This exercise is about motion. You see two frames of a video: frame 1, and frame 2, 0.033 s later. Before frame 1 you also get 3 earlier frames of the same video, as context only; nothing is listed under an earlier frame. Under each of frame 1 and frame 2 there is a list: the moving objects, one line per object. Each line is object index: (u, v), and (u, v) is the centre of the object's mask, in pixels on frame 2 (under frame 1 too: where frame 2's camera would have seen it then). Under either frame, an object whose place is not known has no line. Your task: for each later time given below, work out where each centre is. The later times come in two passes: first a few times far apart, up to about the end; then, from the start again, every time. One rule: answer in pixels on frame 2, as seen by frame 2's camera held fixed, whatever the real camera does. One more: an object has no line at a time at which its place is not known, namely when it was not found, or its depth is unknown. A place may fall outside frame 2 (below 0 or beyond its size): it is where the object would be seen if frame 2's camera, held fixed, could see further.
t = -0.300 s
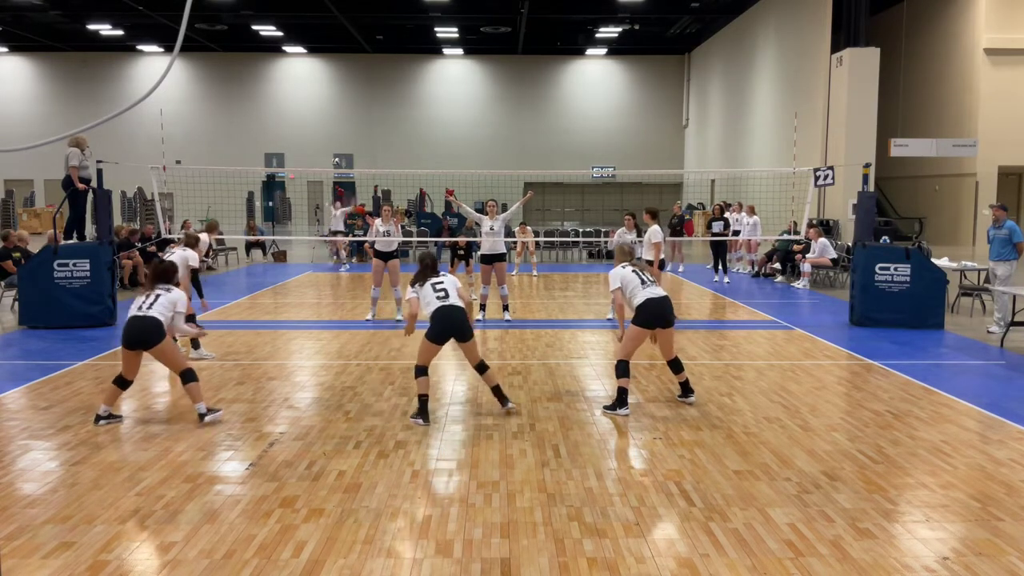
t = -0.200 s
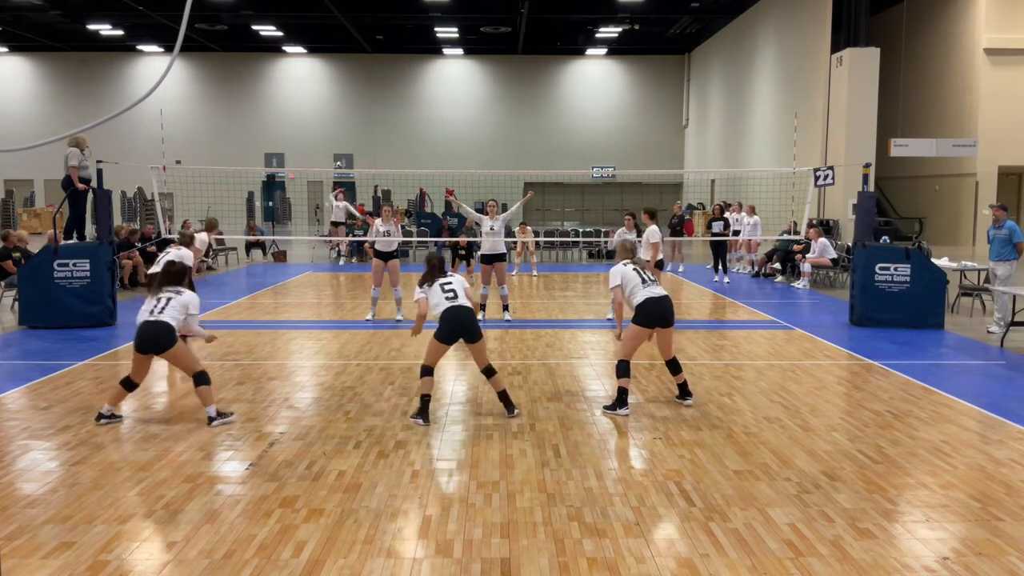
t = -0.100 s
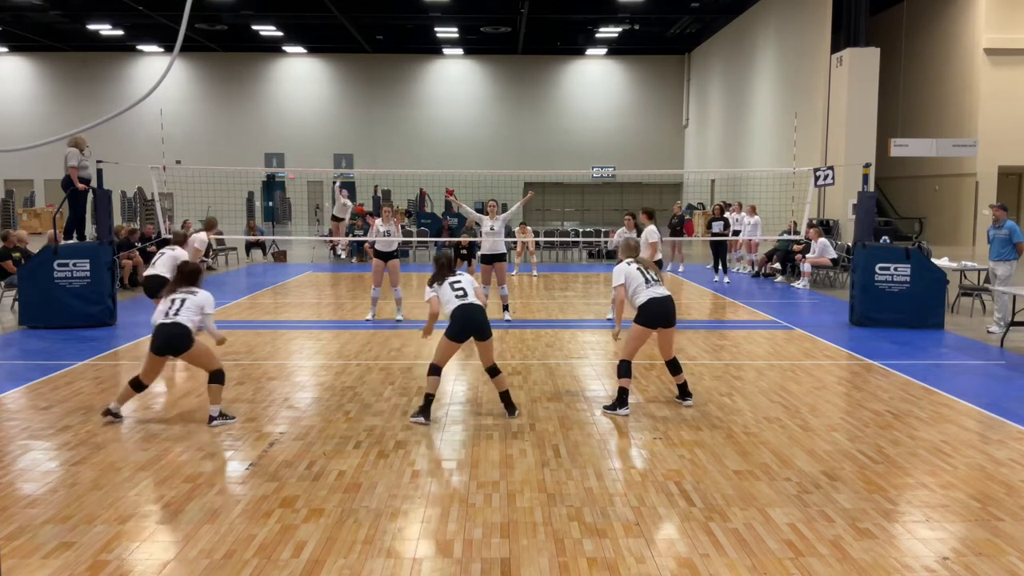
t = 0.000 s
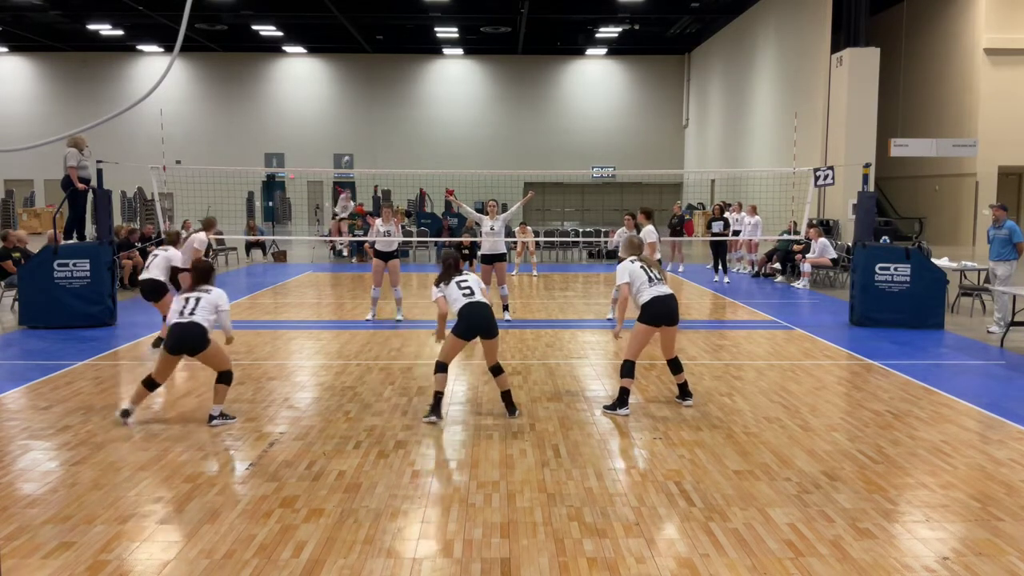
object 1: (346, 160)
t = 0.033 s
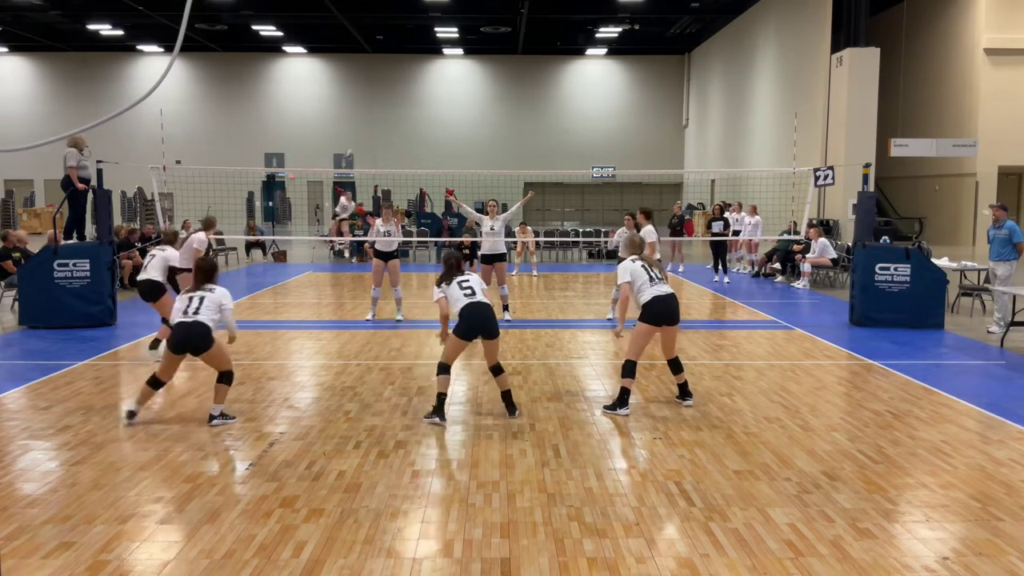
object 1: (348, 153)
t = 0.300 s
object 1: (370, 114)
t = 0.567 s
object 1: (385, 108)
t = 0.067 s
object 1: (352, 148)
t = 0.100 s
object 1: (354, 142)
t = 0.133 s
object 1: (357, 137)
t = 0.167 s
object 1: (359, 131)
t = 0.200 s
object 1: (362, 127)
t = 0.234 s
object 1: (365, 122)
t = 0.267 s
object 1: (368, 118)
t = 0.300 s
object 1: (370, 114)
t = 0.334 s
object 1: (373, 111)
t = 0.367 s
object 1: (375, 108)
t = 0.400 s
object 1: (377, 106)
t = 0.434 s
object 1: (379, 104)
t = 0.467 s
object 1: (380, 103)
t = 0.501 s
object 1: (382, 104)
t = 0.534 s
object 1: (383, 105)
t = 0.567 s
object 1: (385, 108)
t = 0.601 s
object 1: (387, 111)
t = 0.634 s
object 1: (389, 116)
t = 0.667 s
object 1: (391, 123)
